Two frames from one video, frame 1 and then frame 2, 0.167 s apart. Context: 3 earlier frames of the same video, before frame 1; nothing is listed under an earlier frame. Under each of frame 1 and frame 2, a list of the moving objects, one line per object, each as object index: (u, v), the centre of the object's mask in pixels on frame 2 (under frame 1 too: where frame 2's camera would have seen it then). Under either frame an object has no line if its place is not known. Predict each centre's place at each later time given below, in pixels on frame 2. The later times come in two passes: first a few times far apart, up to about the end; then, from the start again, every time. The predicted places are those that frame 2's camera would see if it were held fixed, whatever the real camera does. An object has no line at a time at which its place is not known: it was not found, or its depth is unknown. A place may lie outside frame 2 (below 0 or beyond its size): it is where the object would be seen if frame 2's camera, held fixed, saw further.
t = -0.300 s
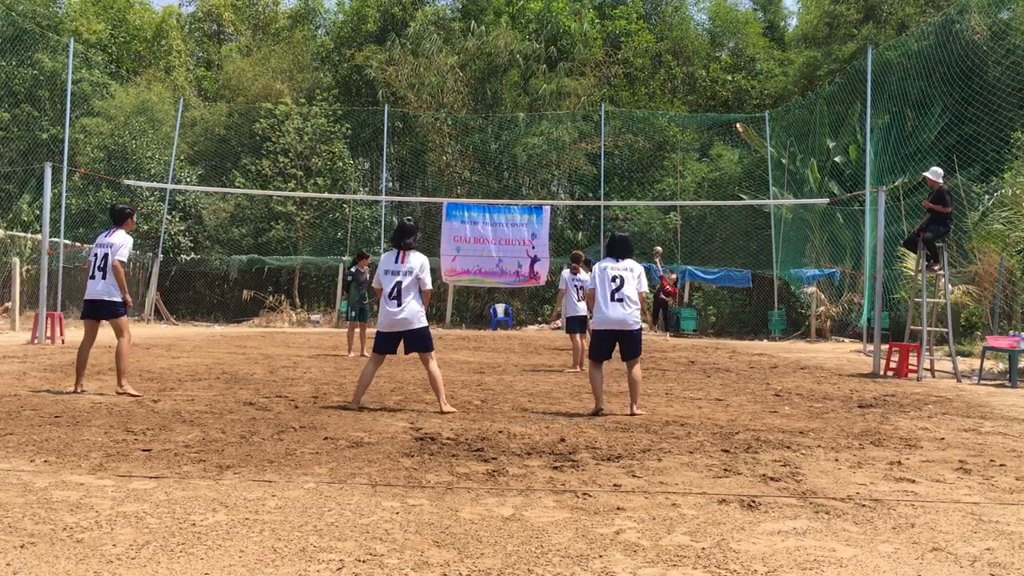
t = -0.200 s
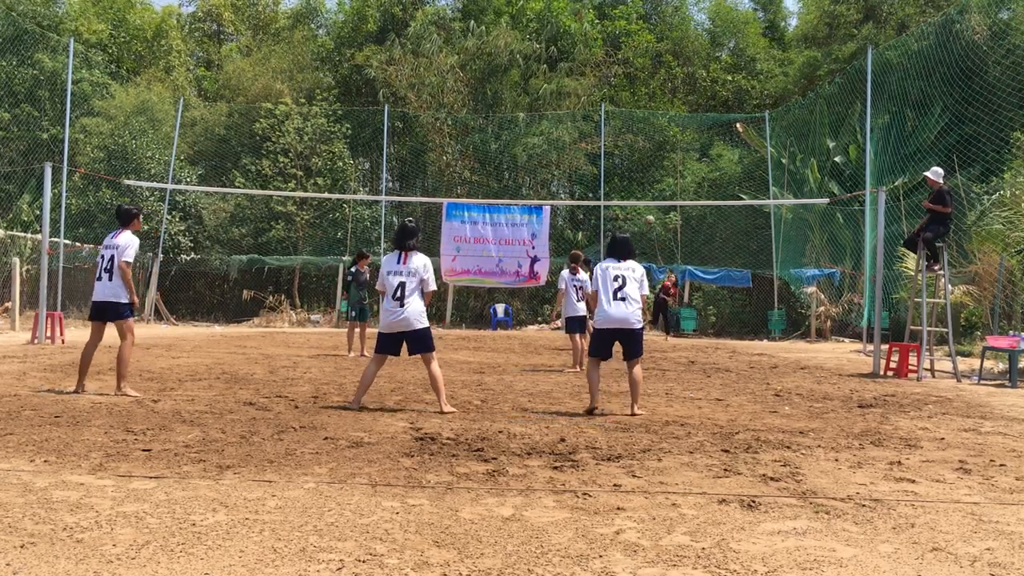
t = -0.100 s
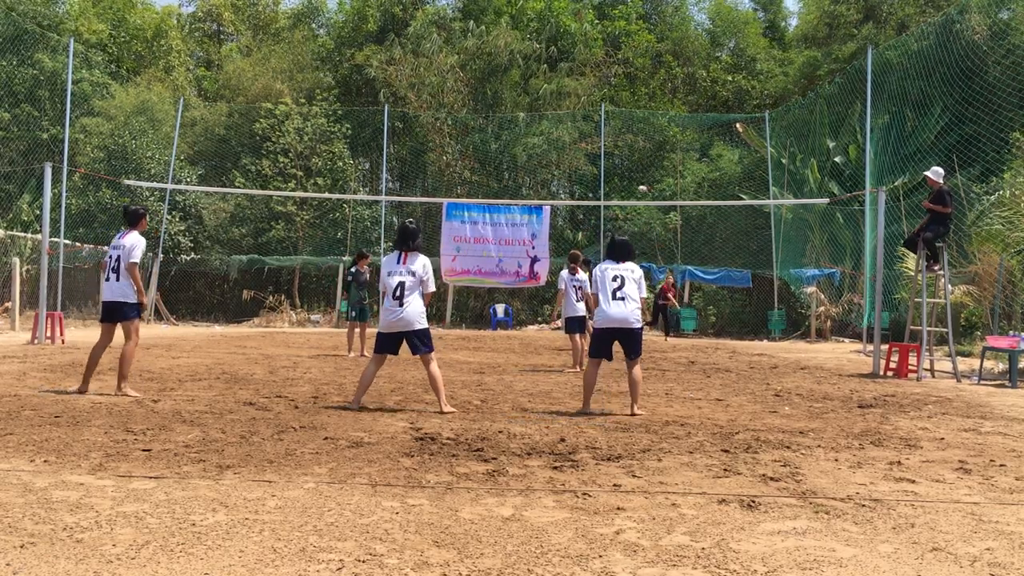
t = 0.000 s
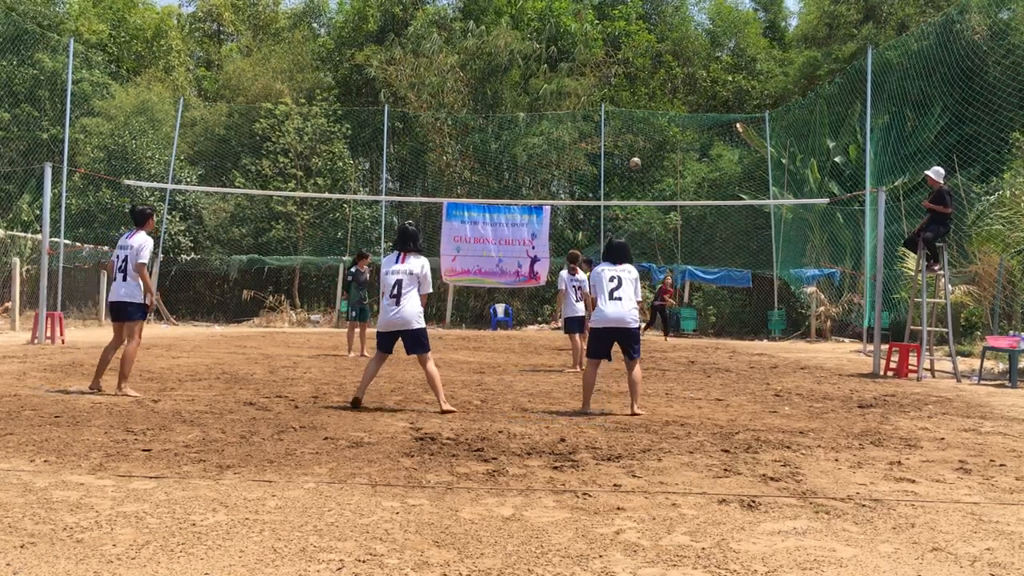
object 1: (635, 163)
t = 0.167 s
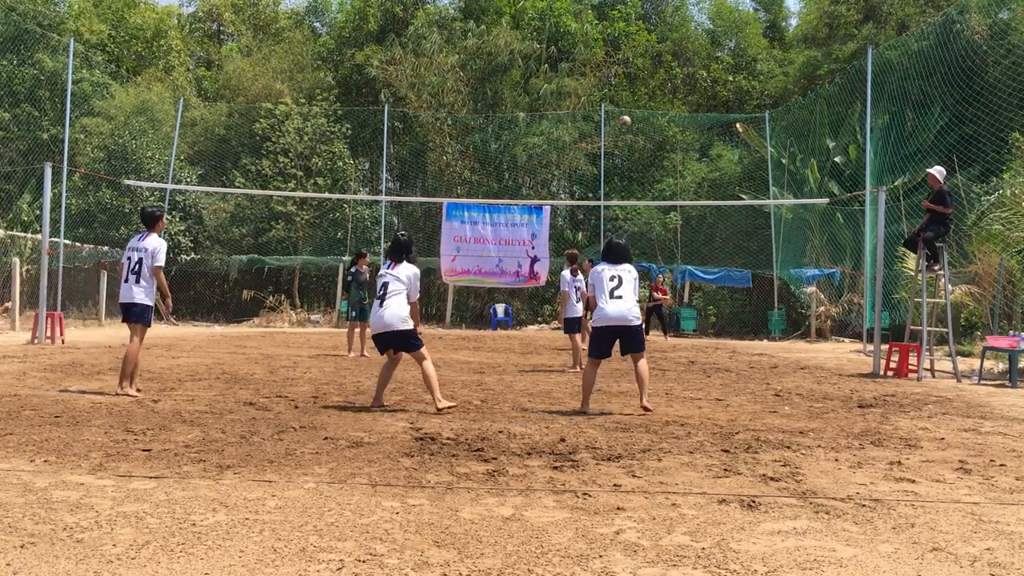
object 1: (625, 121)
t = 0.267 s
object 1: (619, 100)
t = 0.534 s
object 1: (600, 65)
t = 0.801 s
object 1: (573, 80)
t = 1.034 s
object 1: (538, 179)
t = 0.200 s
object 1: (623, 113)
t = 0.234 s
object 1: (620, 108)
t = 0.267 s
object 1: (619, 100)
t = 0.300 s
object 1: (617, 95)
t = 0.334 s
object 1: (614, 89)
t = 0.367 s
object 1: (612, 82)
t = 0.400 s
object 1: (609, 78)
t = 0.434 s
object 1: (608, 74)
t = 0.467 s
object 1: (605, 71)
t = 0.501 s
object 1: (603, 67)
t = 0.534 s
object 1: (600, 65)
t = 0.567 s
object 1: (596, 63)
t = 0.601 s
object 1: (594, 63)
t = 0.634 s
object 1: (591, 63)
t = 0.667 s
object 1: (588, 64)
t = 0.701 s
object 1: (584, 66)
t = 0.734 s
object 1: (581, 68)
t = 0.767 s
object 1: (578, 74)
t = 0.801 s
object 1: (573, 80)
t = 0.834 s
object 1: (569, 88)
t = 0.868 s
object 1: (566, 96)
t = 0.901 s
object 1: (561, 108)
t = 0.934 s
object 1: (555, 122)
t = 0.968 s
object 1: (550, 139)
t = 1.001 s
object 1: (545, 158)
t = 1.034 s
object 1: (538, 179)
